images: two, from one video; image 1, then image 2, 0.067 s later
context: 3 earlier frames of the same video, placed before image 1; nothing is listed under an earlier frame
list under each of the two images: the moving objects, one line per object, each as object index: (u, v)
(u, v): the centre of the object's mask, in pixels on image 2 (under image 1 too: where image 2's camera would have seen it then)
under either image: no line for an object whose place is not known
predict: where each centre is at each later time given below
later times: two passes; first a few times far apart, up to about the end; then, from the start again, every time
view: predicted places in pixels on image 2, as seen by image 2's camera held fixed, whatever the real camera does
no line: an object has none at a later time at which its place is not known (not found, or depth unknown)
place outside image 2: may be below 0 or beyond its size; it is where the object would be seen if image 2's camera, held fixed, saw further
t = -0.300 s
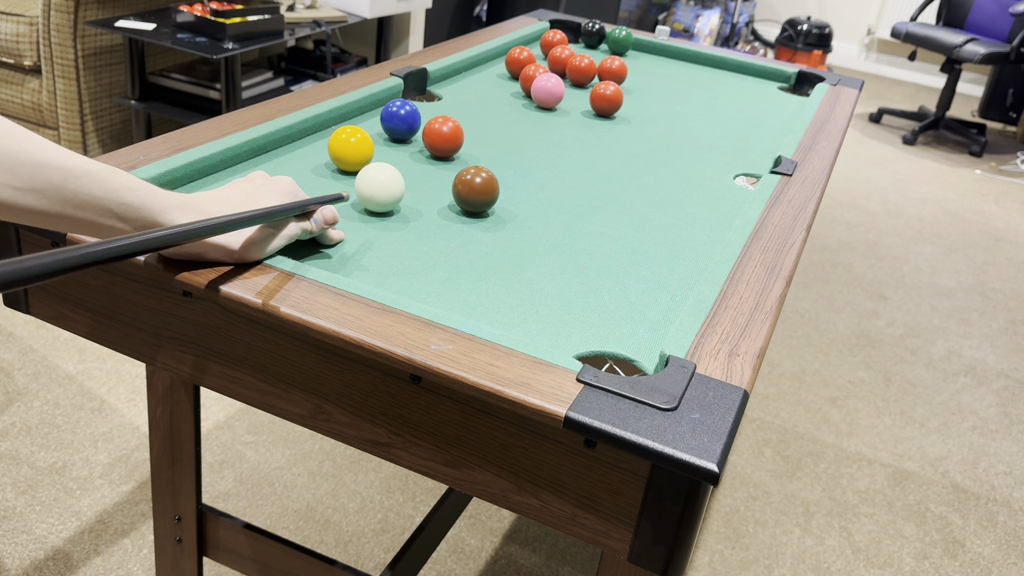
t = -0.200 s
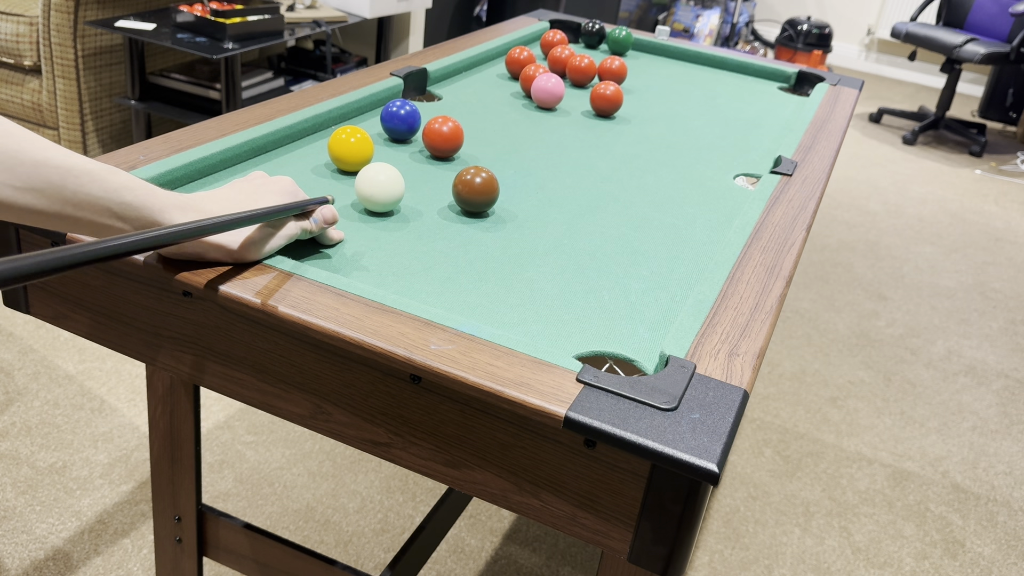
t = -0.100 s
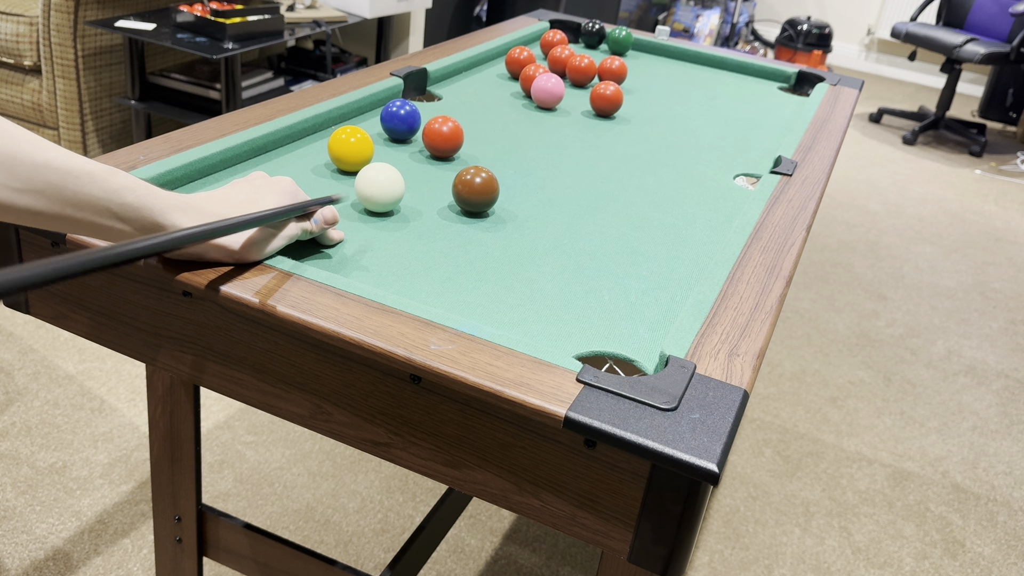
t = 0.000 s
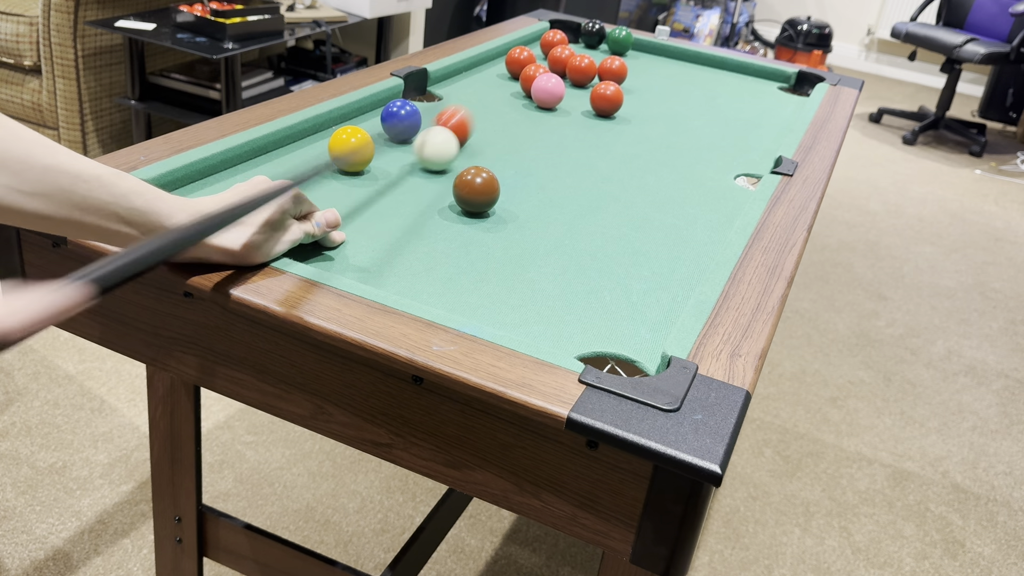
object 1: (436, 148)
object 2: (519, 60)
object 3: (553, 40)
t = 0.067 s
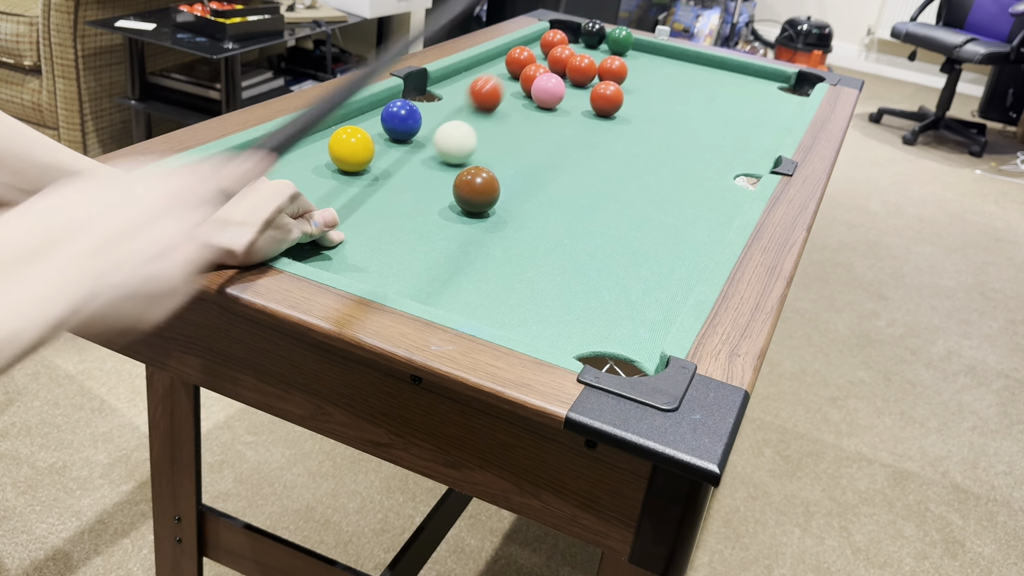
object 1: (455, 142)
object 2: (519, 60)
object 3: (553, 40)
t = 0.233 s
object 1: (499, 128)
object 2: (530, 48)
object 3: (554, 44)
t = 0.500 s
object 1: (555, 109)
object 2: (530, 42)
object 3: (567, 43)
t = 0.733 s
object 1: (597, 109)
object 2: (533, 40)
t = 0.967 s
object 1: (633, 110)
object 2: (537, 39)
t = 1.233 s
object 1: (667, 110)
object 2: (541, 38)
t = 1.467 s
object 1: (690, 110)
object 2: (541, 39)
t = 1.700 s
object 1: (707, 109)
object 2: (541, 39)
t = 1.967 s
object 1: (721, 107)
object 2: (541, 39)
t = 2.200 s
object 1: (729, 107)
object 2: (541, 39)
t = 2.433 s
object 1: (735, 107)
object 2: (541, 39)
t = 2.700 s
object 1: (737, 107)
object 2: (541, 39)
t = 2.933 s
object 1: (737, 107)
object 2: (541, 39)
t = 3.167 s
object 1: (737, 107)
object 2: (541, 39)
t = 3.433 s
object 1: (737, 107)
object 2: (541, 39)
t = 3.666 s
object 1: (737, 107)
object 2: (541, 39)
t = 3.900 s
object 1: (737, 107)
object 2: (541, 39)
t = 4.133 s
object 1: (737, 106)
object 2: (541, 39)
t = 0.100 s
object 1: (465, 139)
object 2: (521, 58)
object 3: (553, 40)
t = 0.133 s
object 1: (474, 136)
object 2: (524, 59)
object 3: (553, 40)
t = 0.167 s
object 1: (482, 133)
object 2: (533, 58)
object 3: (554, 39)
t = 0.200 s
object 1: (491, 131)
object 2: (530, 55)
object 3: (555, 44)
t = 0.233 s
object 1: (499, 128)
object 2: (530, 48)
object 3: (554, 44)
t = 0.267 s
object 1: (507, 125)
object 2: (524, 43)
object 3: (554, 44)
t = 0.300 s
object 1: (514, 123)
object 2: (520, 45)
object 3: (555, 43)
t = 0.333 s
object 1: (522, 120)
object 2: (523, 44)
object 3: (555, 42)
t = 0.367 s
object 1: (529, 118)
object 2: (528, 44)
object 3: (555, 42)
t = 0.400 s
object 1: (536, 116)
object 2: (529, 44)
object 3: (557, 42)
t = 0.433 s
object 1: (542, 113)
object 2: (529, 43)
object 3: (561, 42)
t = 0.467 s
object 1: (549, 111)
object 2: (530, 43)
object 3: (564, 42)
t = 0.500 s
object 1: (555, 109)
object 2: (530, 42)
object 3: (567, 43)
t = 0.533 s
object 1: (561, 107)
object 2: (531, 42)
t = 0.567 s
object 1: (567, 108)
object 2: (531, 41)
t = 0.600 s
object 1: (573, 108)
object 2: (531, 41)
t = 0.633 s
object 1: (579, 108)
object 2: (532, 41)
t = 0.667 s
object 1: (585, 109)
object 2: (532, 40)
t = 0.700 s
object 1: (591, 109)
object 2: (533, 40)
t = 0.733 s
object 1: (597, 109)
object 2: (533, 40)
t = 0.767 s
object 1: (602, 109)
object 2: (534, 40)
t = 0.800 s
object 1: (607, 109)
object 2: (535, 39)
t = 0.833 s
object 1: (613, 110)
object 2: (535, 39)
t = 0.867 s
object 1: (618, 110)
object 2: (536, 39)
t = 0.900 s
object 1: (623, 110)
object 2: (536, 39)
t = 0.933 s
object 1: (628, 110)
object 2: (537, 39)
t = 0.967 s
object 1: (633, 110)
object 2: (537, 39)
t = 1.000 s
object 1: (637, 110)
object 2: (538, 39)
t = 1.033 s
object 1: (642, 110)
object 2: (538, 39)
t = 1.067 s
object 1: (647, 110)
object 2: (539, 39)
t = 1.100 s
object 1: (651, 110)
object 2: (539, 38)
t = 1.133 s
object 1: (655, 110)
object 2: (540, 38)
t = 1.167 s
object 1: (659, 110)
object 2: (540, 38)
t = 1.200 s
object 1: (663, 110)
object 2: (540, 38)
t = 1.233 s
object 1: (667, 110)
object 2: (541, 38)
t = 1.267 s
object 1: (670, 110)
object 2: (541, 39)
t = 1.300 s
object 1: (674, 110)
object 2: (541, 39)
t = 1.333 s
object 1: (677, 110)
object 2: (541, 39)
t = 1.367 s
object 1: (680, 110)
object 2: (541, 39)
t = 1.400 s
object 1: (684, 110)
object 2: (541, 39)
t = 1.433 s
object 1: (687, 110)
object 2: (541, 39)
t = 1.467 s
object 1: (690, 110)
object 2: (541, 39)
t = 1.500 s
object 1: (692, 109)
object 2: (541, 39)
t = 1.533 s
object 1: (695, 109)
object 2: (541, 39)
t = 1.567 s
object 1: (698, 109)
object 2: (541, 39)
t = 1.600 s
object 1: (700, 109)
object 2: (541, 39)
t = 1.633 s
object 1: (702, 109)
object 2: (541, 39)
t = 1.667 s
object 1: (705, 109)
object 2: (541, 39)
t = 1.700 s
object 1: (707, 109)
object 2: (541, 39)
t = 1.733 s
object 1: (709, 108)
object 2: (541, 39)
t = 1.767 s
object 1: (711, 108)
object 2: (541, 39)
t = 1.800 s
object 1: (713, 108)
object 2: (541, 39)
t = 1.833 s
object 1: (714, 108)
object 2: (541, 39)
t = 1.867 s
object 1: (716, 108)
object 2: (541, 39)
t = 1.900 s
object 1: (718, 108)
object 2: (541, 39)
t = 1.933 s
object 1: (719, 107)
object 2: (541, 39)
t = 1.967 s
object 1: (721, 107)
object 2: (541, 39)
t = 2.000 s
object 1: (722, 107)
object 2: (541, 39)
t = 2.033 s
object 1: (724, 107)
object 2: (541, 39)
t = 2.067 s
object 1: (725, 107)
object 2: (541, 39)
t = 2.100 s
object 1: (726, 107)
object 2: (541, 39)
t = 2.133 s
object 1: (727, 107)
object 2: (541, 39)
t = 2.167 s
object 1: (728, 107)
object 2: (541, 39)
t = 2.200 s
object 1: (729, 107)
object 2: (541, 39)
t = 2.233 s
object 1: (730, 107)
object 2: (541, 39)
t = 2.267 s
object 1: (731, 106)
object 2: (541, 39)
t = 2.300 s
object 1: (732, 107)
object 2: (541, 39)
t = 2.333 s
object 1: (733, 107)
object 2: (541, 39)
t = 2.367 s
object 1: (733, 107)
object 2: (541, 39)
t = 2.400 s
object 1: (734, 107)
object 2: (541, 39)
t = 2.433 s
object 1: (735, 107)
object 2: (541, 39)
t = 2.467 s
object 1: (735, 107)
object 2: (541, 39)
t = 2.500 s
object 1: (736, 106)
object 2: (541, 39)
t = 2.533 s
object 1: (736, 107)
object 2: (541, 39)
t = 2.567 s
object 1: (737, 106)
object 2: (541, 39)
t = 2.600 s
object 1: (737, 107)
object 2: (541, 39)
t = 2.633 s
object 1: (737, 107)
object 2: (541, 39)
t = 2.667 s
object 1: (737, 107)
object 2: (541, 39)
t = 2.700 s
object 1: (737, 107)
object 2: (541, 39)
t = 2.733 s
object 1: (737, 107)
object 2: (541, 39)
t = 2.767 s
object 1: (737, 107)
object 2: (541, 39)
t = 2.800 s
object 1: (737, 107)
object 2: (541, 39)
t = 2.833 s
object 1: (737, 107)
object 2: (541, 39)
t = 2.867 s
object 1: (737, 107)
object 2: (541, 39)
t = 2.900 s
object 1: (737, 107)
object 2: (541, 39)
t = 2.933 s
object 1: (737, 107)
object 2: (541, 39)
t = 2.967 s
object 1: (737, 107)
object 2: (541, 39)
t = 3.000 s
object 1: (737, 107)
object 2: (541, 39)
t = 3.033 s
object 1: (737, 107)
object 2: (541, 39)
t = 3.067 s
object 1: (737, 107)
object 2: (541, 39)
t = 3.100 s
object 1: (737, 107)
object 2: (541, 39)
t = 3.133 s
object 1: (737, 107)
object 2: (541, 39)
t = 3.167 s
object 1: (737, 107)
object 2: (541, 39)
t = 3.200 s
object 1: (737, 107)
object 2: (541, 39)
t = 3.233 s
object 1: (737, 107)
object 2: (541, 39)
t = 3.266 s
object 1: (737, 107)
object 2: (541, 39)
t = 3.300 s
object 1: (737, 107)
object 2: (541, 39)
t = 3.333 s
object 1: (737, 106)
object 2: (541, 39)
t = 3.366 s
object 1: (737, 107)
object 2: (541, 39)
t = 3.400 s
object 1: (737, 107)
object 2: (541, 39)
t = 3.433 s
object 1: (737, 107)
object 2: (541, 39)
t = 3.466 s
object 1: (737, 107)
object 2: (541, 39)
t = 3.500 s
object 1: (737, 107)
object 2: (541, 39)
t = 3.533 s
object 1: (737, 107)
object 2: (541, 39)
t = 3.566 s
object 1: (737, 107)
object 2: (541, 39)
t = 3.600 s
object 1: (737, 107)
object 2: (541, 39)
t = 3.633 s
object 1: (737, 107)
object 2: (541, 39)
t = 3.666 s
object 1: (737, 107)
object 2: (541, 39)
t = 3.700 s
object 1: (737, 107)
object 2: (541, 39)
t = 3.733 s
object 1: (737, 107)
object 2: (541, 39)
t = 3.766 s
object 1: (737, 107)
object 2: (541, 39)
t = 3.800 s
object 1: (737, 106)
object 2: (541, 39)
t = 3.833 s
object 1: (737, 107)
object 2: (541, 39)
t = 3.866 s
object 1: (737, 107)
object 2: (541, 39)
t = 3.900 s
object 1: (737, 107)
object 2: (541, 39)
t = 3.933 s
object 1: (737, 107)
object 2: (541, 39)
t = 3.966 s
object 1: (737, 107)
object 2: (541, 39)
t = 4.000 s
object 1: (737, 107)
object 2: (541, 39)
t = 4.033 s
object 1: (737, 107)
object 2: (541, 39)
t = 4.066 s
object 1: (737, 106)
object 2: (541, 39)
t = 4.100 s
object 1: (737, 107)
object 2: (541, 39)
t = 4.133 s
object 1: (737, 106)
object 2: (541, 39)
